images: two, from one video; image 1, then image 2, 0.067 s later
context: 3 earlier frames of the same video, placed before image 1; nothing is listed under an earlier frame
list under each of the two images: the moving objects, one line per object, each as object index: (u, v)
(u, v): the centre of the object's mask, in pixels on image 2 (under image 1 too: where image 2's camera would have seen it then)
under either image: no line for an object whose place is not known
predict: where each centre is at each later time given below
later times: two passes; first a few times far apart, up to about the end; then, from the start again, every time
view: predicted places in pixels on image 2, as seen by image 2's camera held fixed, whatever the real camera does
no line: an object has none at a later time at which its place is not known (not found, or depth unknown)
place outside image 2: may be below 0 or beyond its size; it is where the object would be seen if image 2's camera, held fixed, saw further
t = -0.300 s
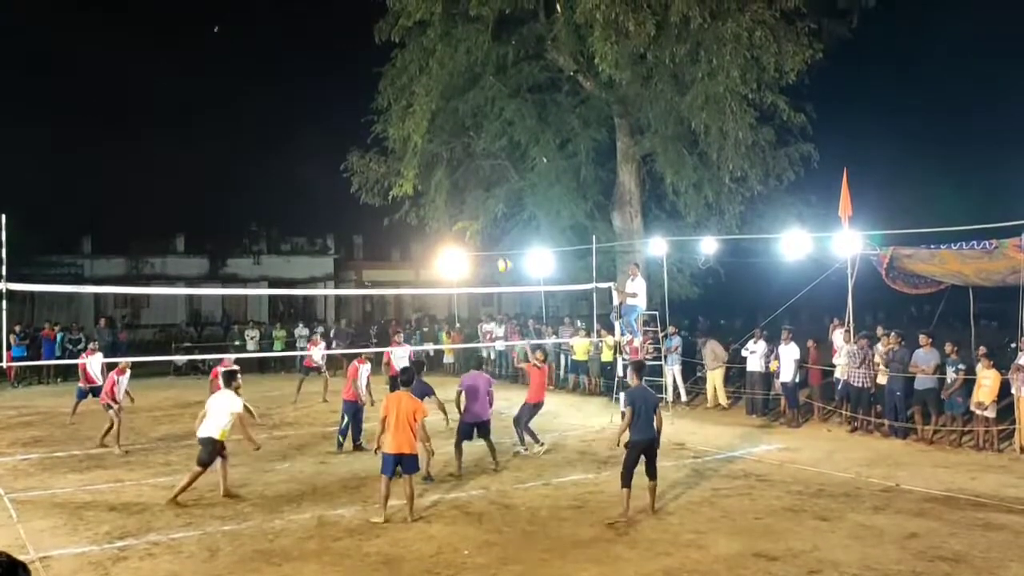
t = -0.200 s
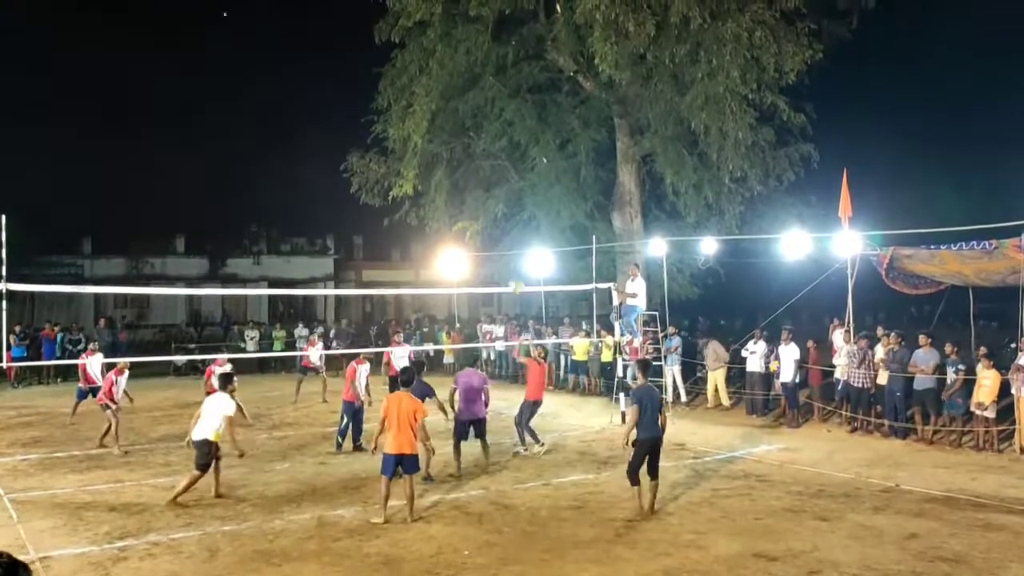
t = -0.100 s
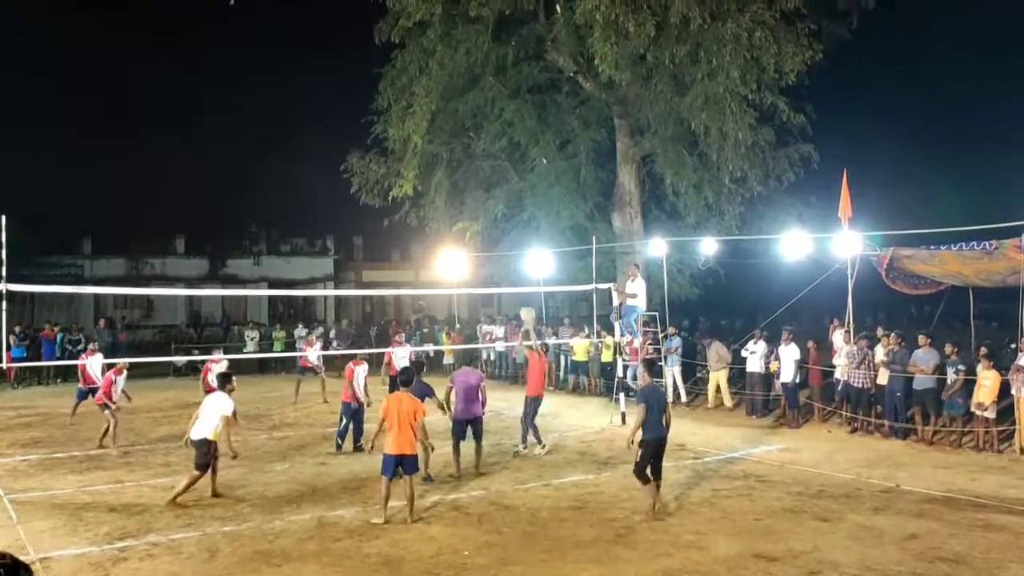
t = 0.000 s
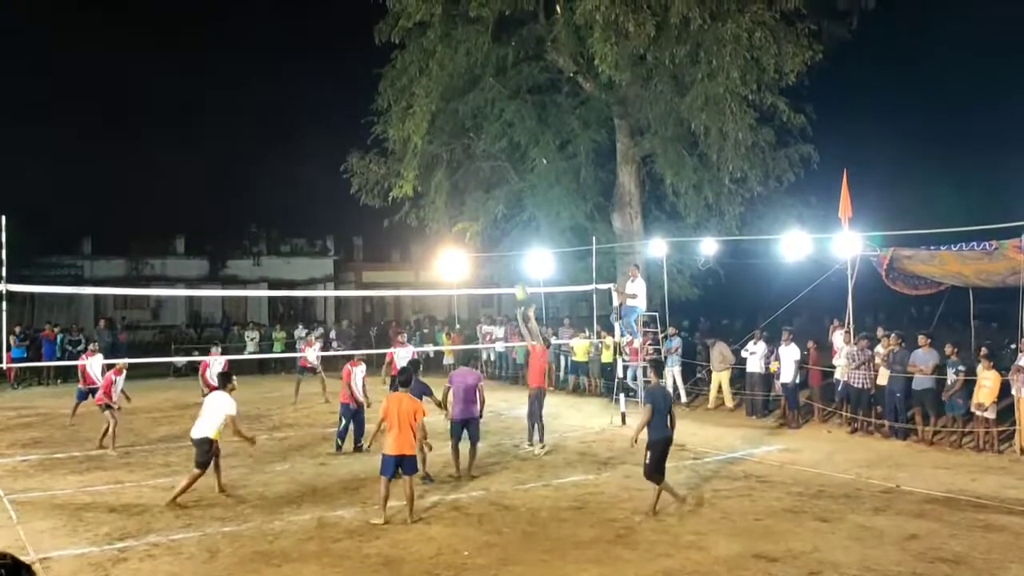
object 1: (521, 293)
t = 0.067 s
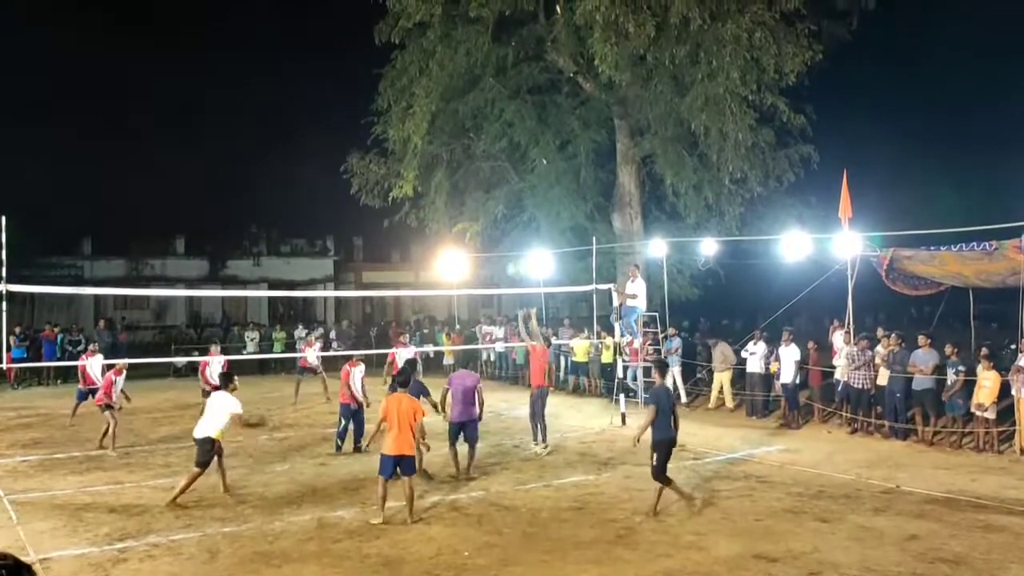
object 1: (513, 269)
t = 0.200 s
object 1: (499, 231)
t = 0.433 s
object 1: (474, 196)
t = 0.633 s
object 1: (452, 194)
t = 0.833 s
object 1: (430, 220)
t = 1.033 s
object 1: (408, 272)
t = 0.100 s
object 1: (509, 259)
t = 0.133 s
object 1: (506, 248)
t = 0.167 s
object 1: (503, 239)
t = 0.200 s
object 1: (499, 231)
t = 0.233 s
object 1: (496, 223)
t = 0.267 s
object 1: (492, 217)
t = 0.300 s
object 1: (488, 212)
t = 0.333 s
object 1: (485, 207)
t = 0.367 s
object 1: (481, 202)
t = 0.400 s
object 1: (478, 198)
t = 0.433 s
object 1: (474, 196)
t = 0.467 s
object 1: (470, 193)
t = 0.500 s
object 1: (467, 192)
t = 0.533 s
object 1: (463, 192)
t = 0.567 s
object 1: (459, 191)
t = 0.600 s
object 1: (456, 192)
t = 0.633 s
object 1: (452, 194)
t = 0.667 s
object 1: (448, 197)
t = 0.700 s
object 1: (444, 200)
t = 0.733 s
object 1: (441, 204)
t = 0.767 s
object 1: (437, 209)
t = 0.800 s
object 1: (433, 214)
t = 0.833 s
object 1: (430, 220)
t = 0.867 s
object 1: (426, 227)
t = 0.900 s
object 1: (423, 234)
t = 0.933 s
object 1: (418, 243)
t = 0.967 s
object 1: (415, 252)
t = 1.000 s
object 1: (412, 262)
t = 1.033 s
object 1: (408, 272)
